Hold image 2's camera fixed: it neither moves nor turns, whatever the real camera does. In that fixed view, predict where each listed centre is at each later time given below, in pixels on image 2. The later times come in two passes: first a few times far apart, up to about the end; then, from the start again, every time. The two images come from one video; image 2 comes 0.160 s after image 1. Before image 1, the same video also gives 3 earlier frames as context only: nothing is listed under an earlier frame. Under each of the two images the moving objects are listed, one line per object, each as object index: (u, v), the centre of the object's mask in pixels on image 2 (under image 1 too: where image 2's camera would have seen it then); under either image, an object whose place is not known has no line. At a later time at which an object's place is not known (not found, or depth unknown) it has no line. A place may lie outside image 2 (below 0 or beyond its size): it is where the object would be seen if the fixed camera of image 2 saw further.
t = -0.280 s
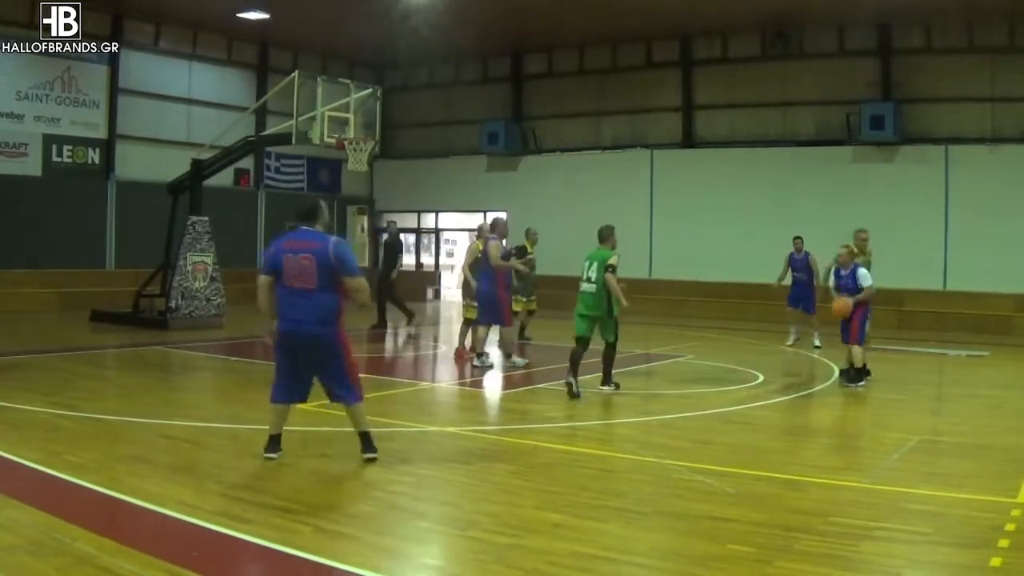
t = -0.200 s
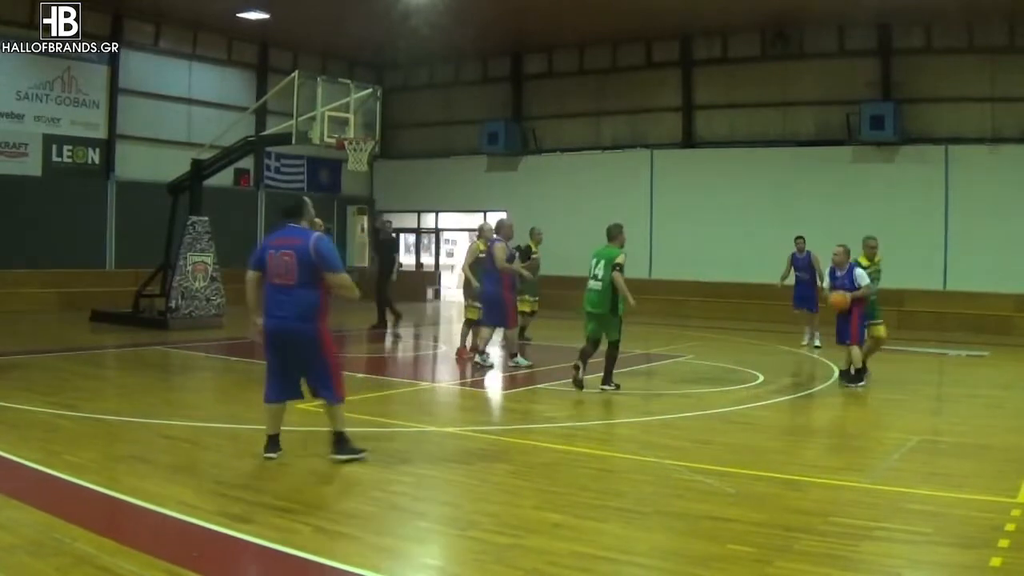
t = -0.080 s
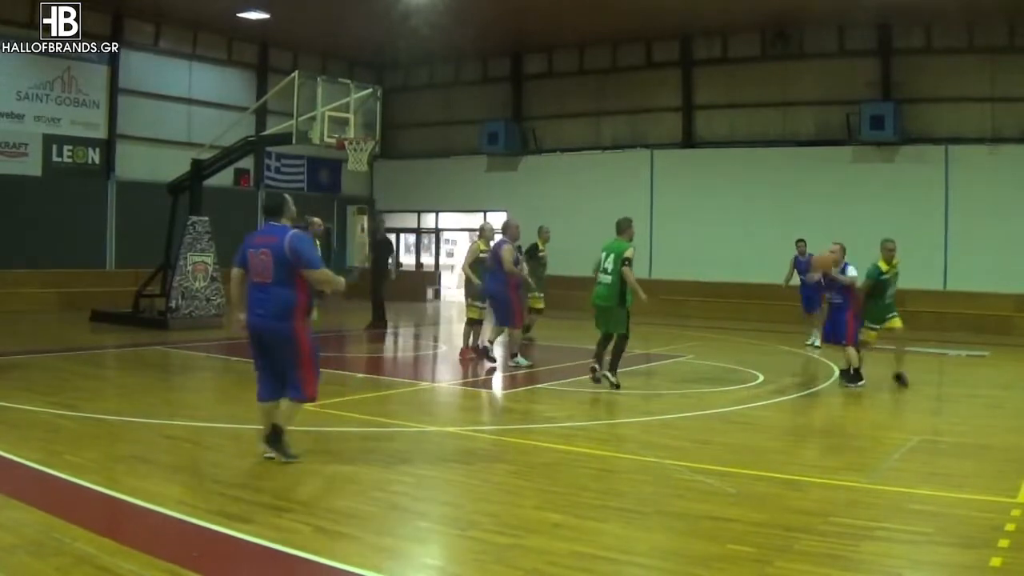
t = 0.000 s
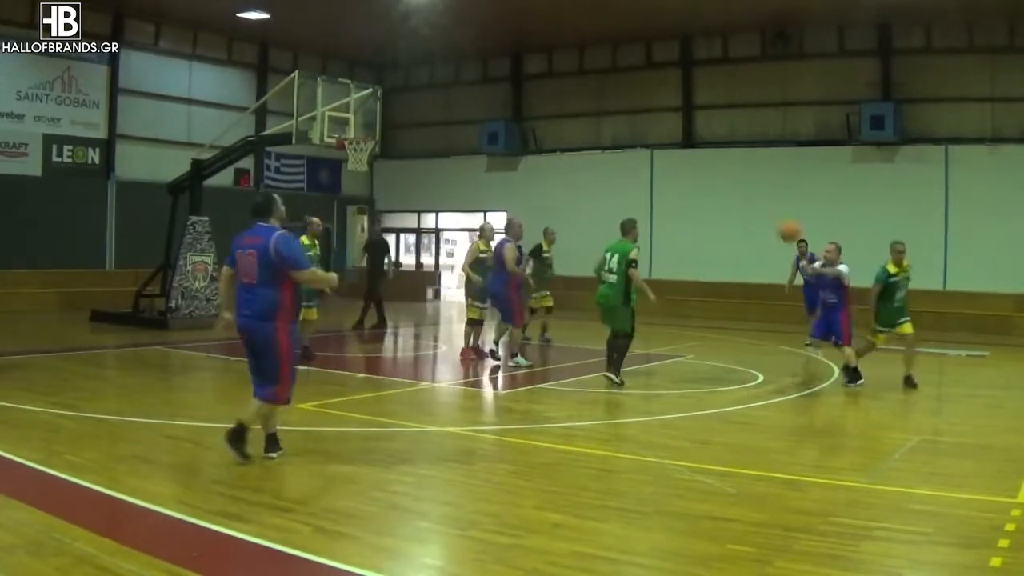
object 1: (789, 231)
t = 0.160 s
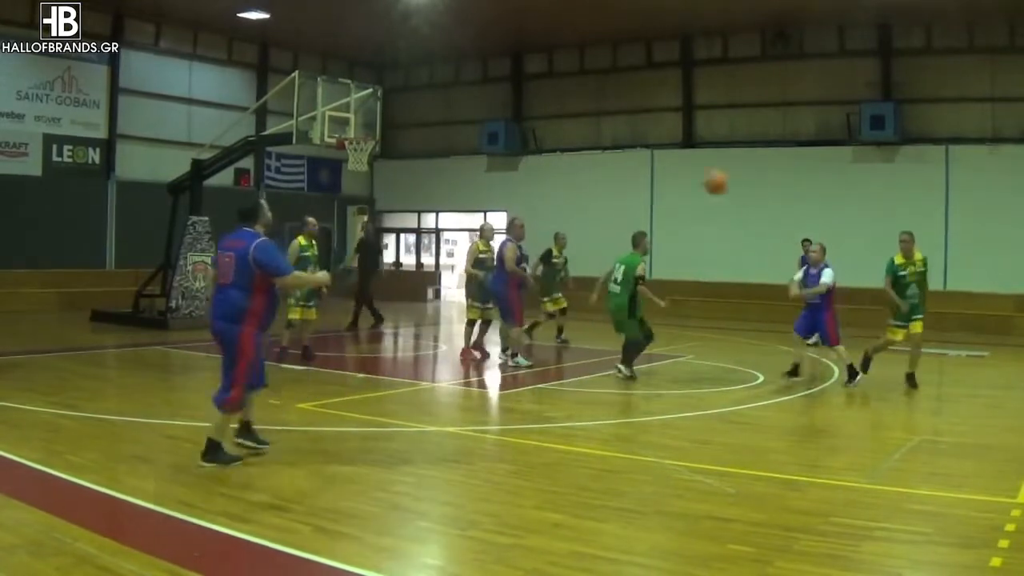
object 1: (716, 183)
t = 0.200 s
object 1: (696, 174)
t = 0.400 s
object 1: (582, 144)
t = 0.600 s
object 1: (445, 156)
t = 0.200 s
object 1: (696, 174)
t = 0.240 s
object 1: (675, 165)
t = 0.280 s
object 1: (652, 157)
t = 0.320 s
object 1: (628, 151)
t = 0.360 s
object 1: (605, 146)
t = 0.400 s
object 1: (582, 144)
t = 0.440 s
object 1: (556, 142)
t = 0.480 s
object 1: (529, 143)
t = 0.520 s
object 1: (504, 146)
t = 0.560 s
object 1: (474, 151)
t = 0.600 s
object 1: (445, 156)
